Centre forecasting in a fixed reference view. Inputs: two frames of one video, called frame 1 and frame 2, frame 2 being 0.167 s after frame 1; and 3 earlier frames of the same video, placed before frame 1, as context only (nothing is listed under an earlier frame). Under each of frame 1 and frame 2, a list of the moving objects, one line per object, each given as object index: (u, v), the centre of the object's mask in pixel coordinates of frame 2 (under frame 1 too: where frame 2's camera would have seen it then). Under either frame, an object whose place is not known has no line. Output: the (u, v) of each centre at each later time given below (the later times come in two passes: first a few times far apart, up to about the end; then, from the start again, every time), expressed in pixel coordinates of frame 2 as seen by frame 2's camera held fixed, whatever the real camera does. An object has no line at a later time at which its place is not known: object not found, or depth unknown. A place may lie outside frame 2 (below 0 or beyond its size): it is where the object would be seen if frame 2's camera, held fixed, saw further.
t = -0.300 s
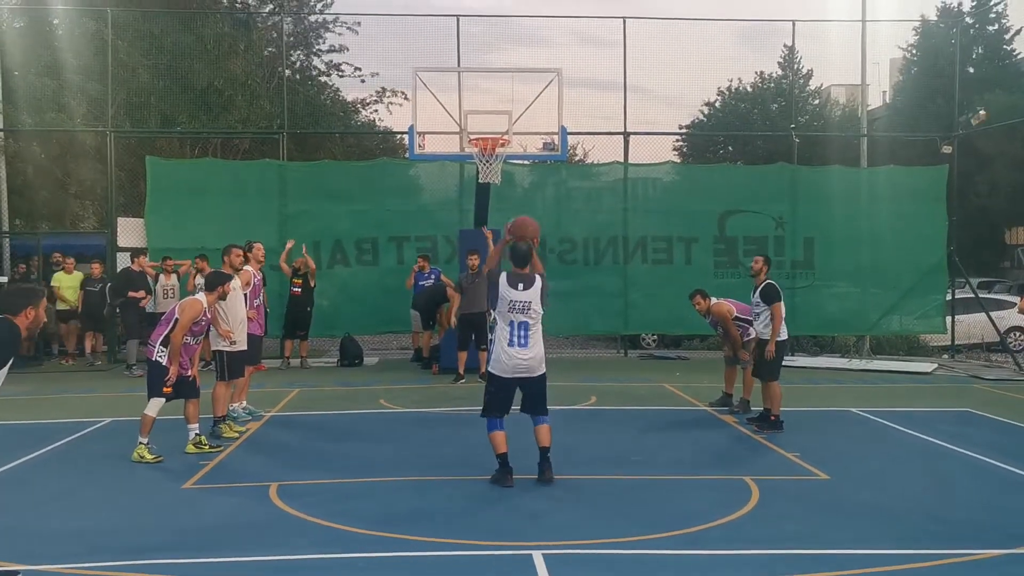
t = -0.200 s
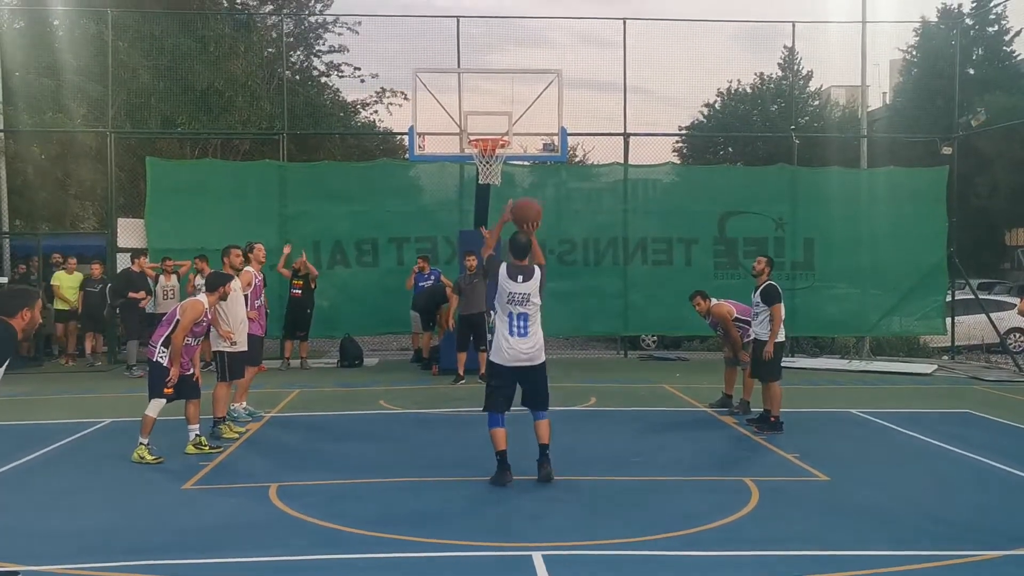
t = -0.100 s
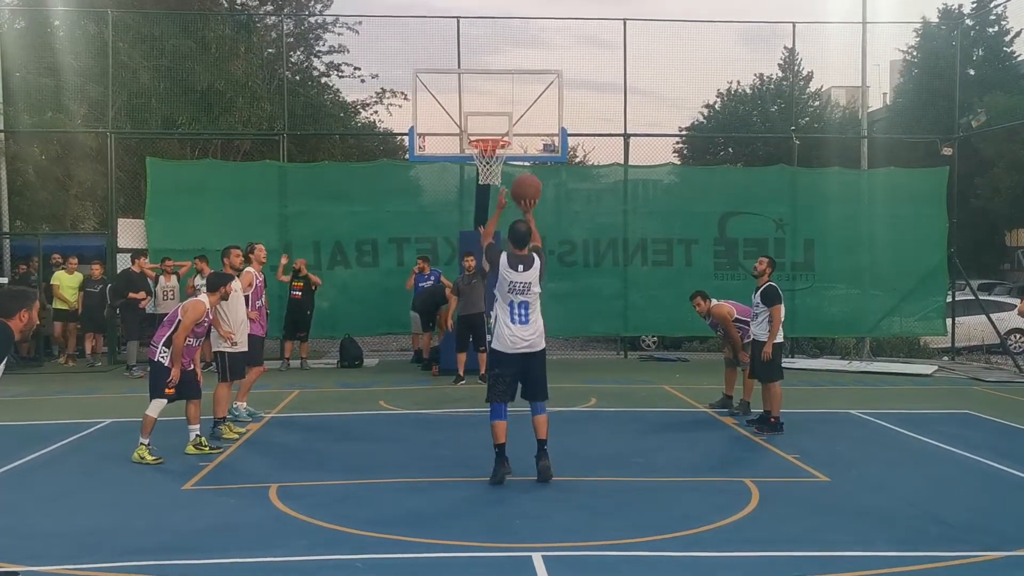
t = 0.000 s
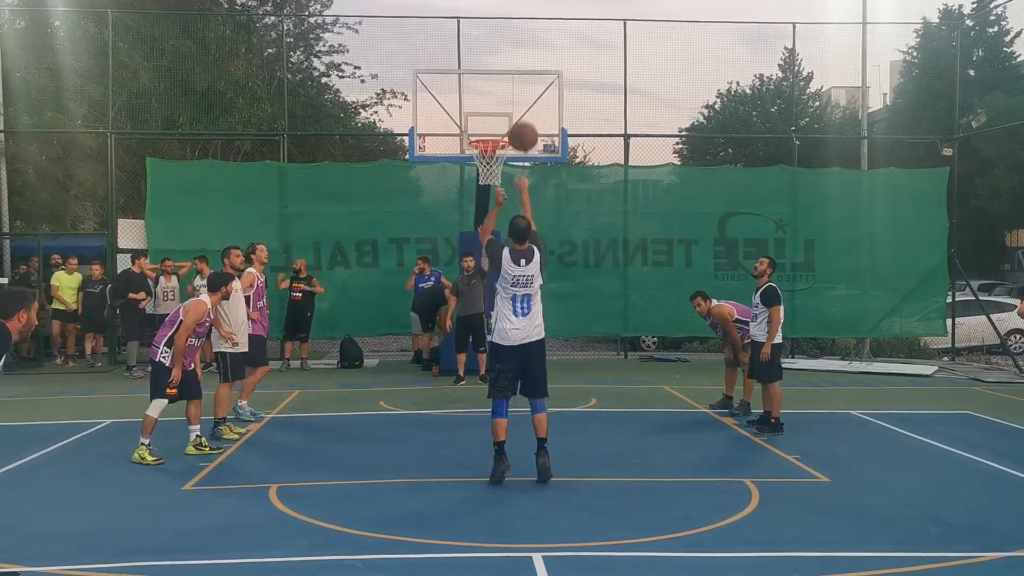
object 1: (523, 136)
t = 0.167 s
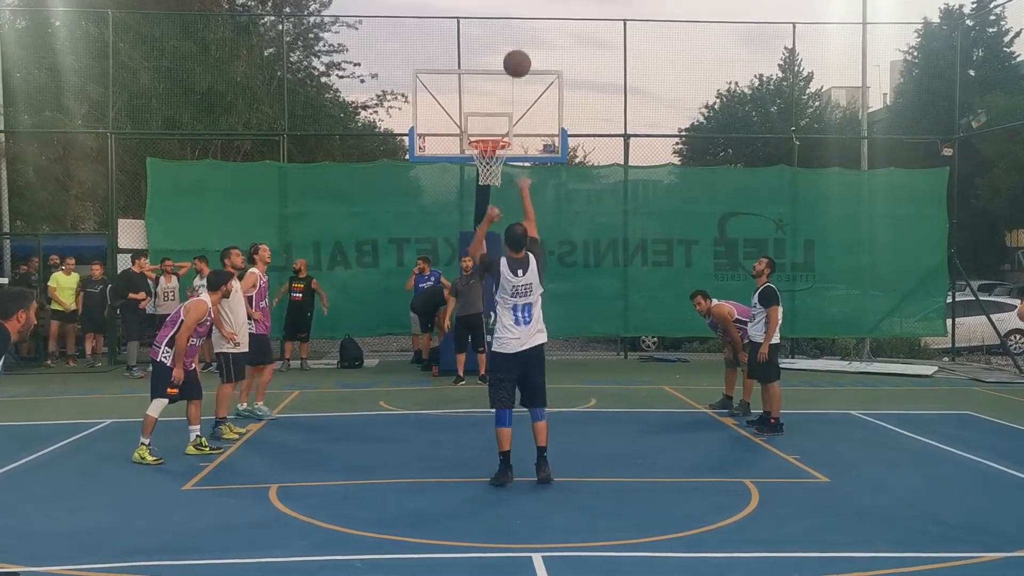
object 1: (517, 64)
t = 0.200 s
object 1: (516, 54)
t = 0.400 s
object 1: (510, 26)
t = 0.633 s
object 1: (505, 44)
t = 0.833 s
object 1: (502, 96)
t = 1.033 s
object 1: (482, 136)
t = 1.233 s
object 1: (501, 131)
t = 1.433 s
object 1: (503, 131)
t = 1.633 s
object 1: (511, 135)
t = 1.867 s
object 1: (526, 155)
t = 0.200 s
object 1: (516, 54)
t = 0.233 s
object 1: (515, 46)
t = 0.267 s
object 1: (514, 39)
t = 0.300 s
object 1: (513, 34)
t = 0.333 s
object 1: (512, 30)
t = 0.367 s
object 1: (511, 27)
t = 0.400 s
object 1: (510, 26)
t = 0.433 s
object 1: (510, 25)
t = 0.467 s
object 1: (509, 26)
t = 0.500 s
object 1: (508, 28)
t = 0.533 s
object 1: (507, 30)
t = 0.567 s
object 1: (507, 34)
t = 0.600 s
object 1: (506, 39)
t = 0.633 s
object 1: (505, 44)
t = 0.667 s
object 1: (505, 51)
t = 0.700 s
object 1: (504, 59)
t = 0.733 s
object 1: (503, 67)
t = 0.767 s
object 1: (503, 76)
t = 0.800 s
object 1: (502, 86)
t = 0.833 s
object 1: (502, 96)
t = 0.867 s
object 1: (501, 107)
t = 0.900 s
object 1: (501, 119)
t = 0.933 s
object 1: (500, 131)
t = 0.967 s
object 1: (496, 135)
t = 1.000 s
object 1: (486, 135)
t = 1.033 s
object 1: (482, 136)
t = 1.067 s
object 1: (484, 134)
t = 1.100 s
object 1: (489, 134)
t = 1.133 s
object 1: (497, 134)
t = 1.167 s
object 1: (501, 133)
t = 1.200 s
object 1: (501, 132)
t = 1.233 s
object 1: (501, 131)
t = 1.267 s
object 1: (501, 131)
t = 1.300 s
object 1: (501, 132)
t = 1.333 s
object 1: (502, 133)
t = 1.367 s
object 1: (501, 134)
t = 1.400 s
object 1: (502, 132)
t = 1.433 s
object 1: (503, 131)
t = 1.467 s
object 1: (504, 130)
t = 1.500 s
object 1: (505, 129)
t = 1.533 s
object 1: (507, 130)
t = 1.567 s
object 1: (508, 131)
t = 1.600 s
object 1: (509, 132)
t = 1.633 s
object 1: (511, 135)
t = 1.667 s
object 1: (513, 138)
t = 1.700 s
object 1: (515, 140)
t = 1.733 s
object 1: (518, 142)
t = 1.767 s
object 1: (519, 146)
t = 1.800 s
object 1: (522, 150)
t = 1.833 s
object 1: (524, 153)
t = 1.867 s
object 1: (526, 155)
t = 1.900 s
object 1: (527, 157)
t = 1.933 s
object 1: (529, 159)
